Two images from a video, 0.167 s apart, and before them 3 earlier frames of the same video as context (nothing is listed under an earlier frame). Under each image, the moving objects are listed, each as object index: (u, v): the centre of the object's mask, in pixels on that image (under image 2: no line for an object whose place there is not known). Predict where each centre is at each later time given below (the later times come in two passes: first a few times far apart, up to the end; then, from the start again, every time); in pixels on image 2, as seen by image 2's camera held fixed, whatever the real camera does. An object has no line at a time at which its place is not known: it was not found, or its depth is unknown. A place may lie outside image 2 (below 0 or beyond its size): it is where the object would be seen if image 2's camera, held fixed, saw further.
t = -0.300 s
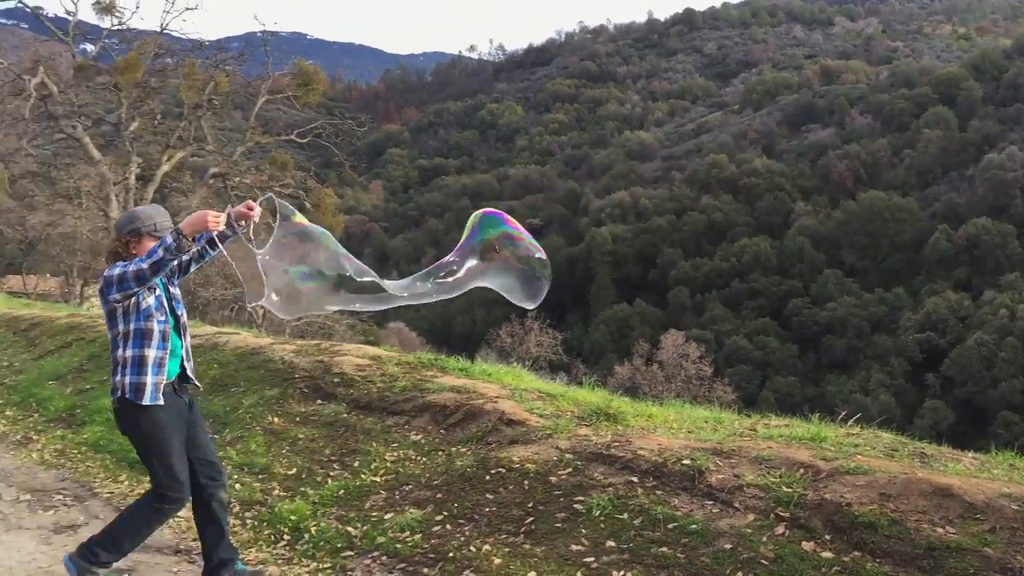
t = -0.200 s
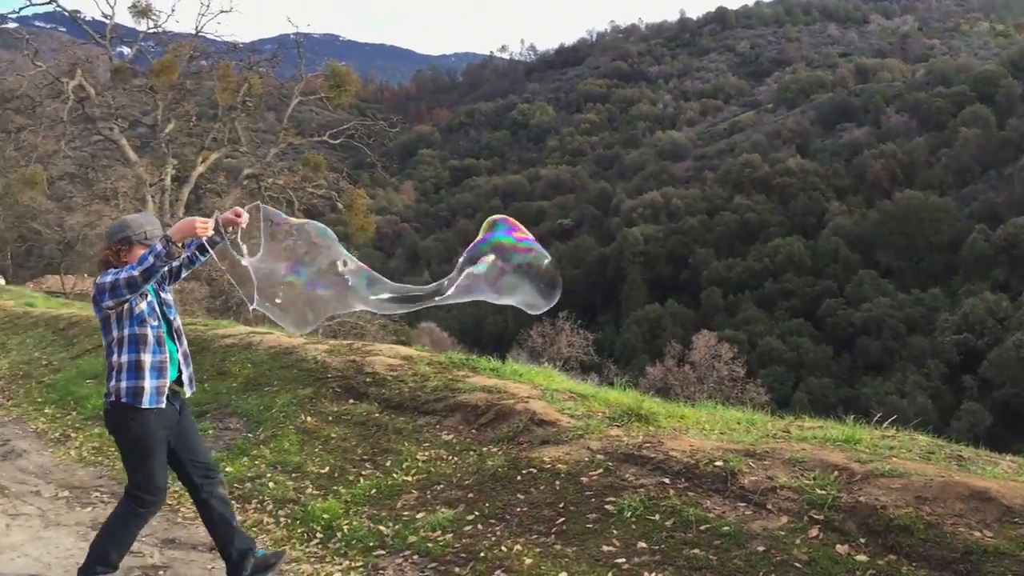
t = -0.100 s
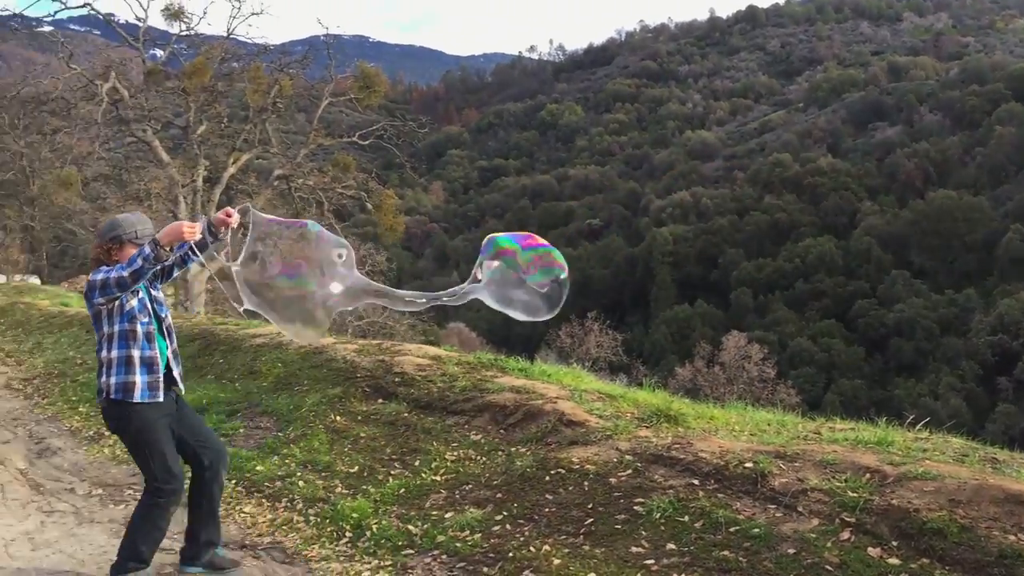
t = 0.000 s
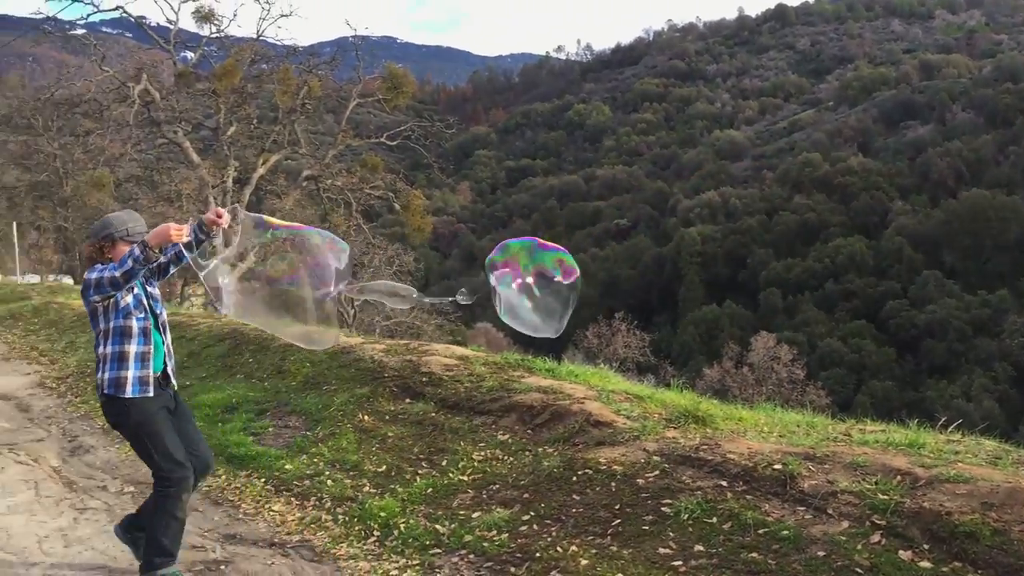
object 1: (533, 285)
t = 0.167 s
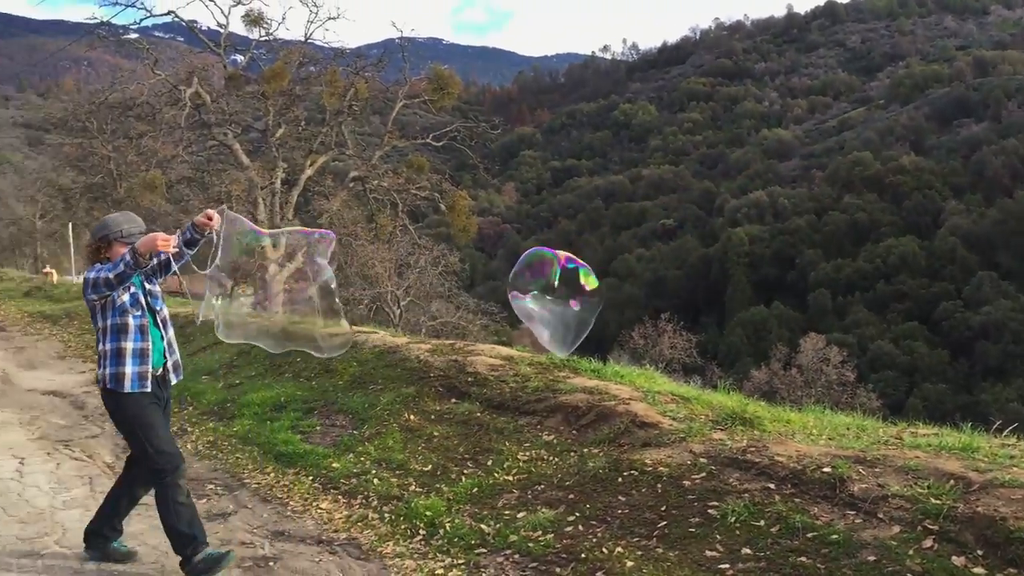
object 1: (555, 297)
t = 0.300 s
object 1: (538, 306)
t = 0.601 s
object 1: (514, 332)
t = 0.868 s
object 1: (492, 353)
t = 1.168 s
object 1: (471, 379)
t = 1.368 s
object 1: (461, 400)
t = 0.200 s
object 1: (550, 299)
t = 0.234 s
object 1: (546, 301)
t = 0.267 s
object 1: (542, 304)
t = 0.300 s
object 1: (538, 306)
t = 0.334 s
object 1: (534, 308)
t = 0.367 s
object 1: (530, 311)
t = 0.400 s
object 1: (527, 314)
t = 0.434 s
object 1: (524, 317)
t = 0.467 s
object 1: (522, 319)
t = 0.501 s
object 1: (520, 323)
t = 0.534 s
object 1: (517, 326)
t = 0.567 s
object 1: (516, 329)
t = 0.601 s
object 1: (514, 332)
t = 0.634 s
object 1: (512, 334)
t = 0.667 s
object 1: (510, 336)
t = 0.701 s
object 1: (507, 339)
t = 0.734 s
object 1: (505, 342)
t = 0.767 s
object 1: (502, 345)
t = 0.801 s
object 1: (499, 347)
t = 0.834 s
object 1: (496, 350)
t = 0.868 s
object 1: (492, 353)
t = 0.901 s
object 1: (489, 355)
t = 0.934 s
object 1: (486, 357)
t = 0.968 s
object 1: (483, 360)
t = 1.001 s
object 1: (482, 363)
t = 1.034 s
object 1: (478, 366)
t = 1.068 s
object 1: (477, 369)
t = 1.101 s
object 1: (474, 372)
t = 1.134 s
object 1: (472, 376)
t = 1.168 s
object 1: (471, 379)
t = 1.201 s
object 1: (468, 382)
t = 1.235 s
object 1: (467, 385)
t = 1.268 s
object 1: (464, 389)
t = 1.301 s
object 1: (463, 393)
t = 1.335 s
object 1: (463, 397)
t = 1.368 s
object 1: (461, 400)
